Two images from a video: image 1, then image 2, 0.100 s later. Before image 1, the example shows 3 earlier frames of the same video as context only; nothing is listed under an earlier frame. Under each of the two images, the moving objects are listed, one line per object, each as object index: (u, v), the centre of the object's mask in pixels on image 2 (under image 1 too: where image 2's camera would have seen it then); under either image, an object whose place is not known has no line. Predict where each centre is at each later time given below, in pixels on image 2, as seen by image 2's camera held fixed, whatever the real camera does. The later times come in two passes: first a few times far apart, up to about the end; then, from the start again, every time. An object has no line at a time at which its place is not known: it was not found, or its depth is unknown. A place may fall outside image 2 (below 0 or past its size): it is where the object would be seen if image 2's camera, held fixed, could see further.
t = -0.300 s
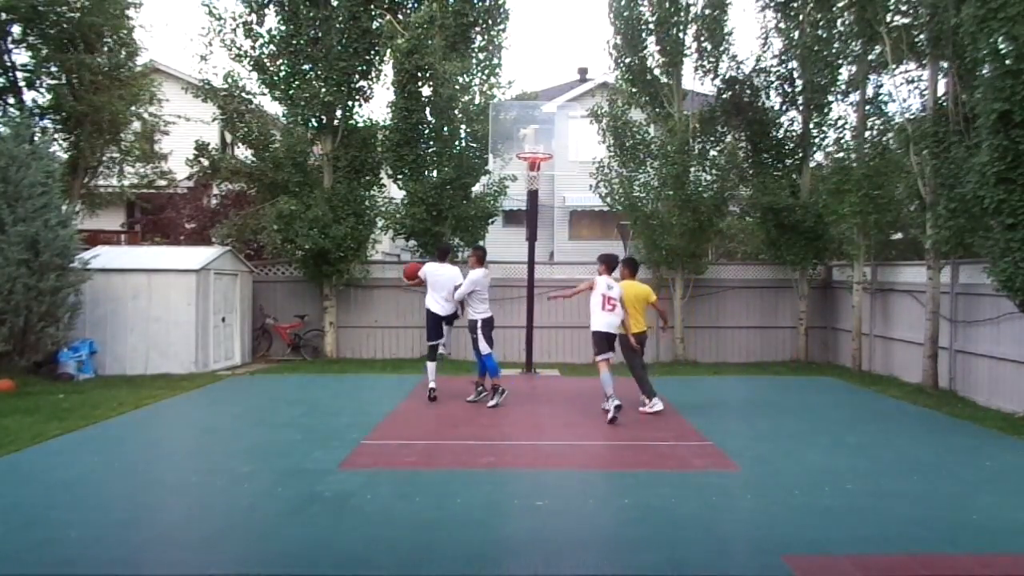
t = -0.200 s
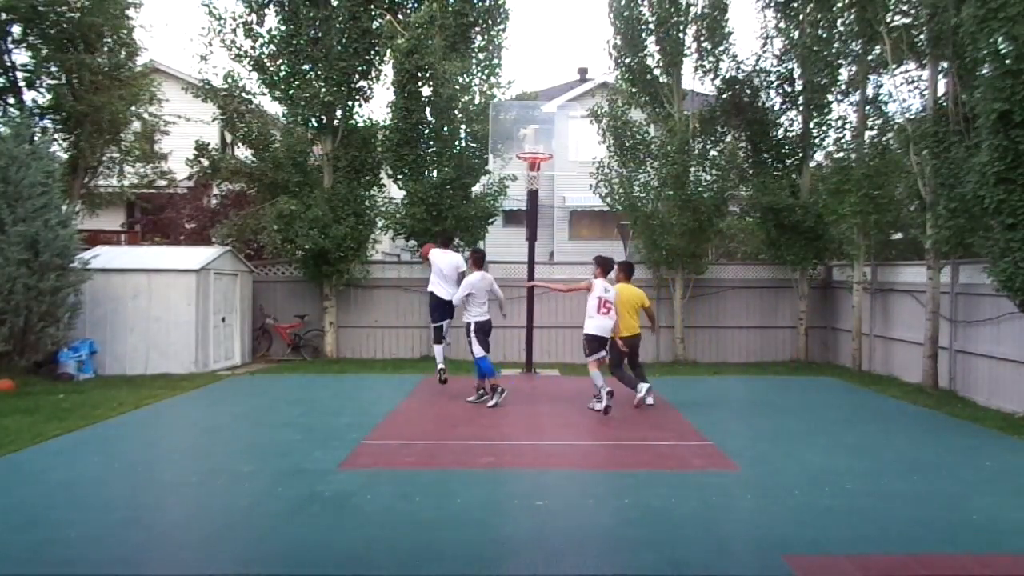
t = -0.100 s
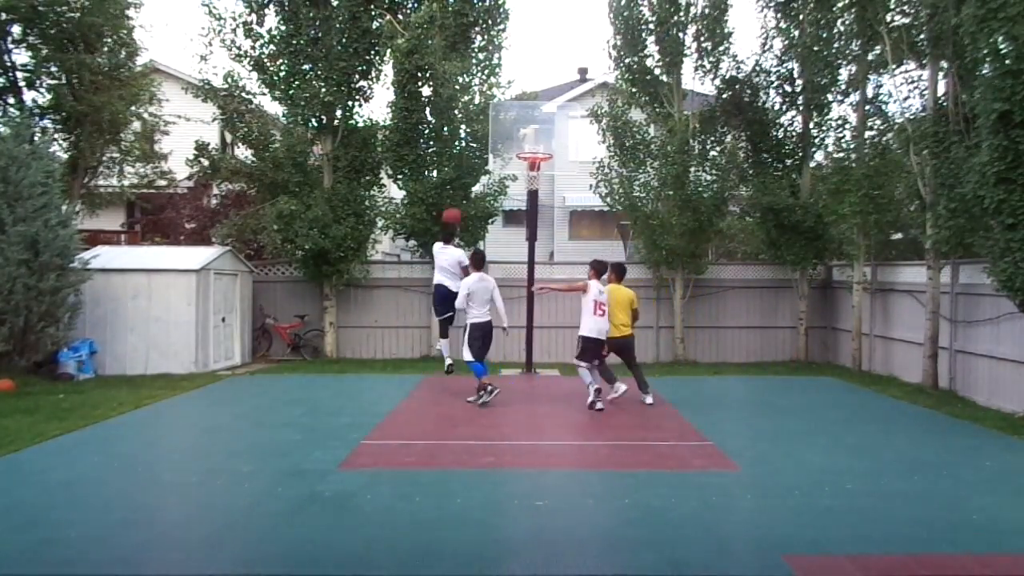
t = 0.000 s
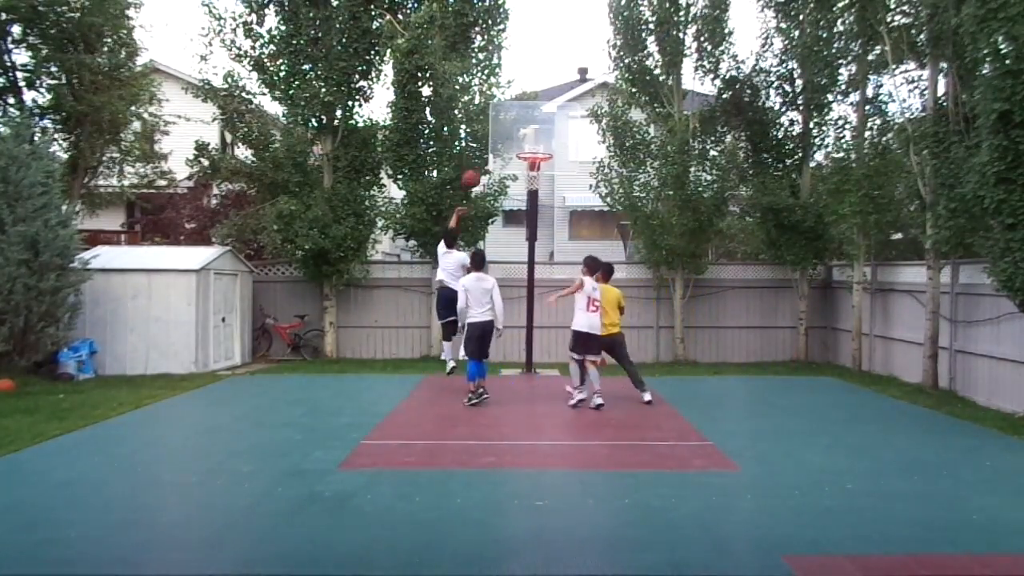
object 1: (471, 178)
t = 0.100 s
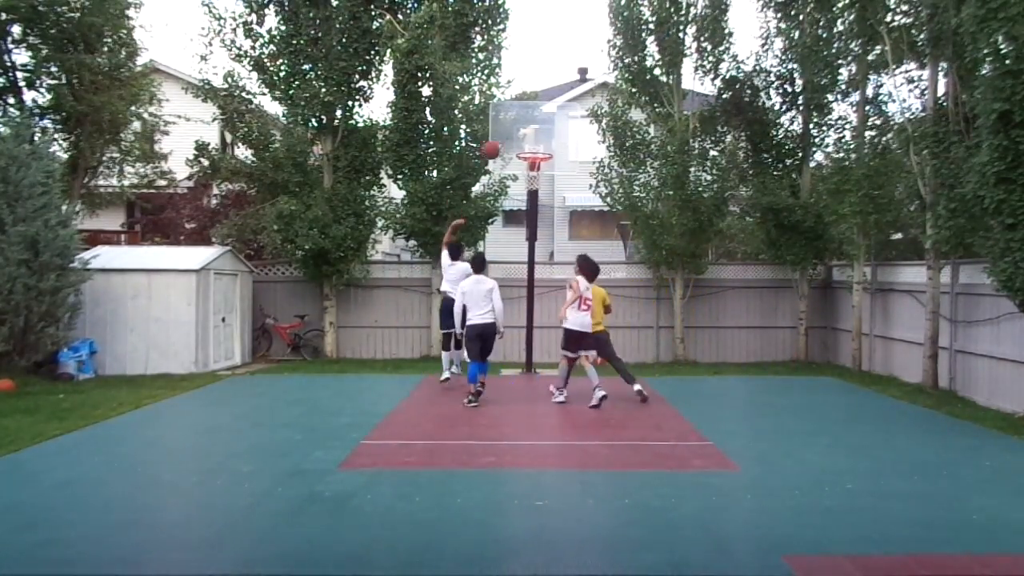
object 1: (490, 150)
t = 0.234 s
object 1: (514, 124)
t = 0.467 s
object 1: (539, 104)
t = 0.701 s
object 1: (565, 123)
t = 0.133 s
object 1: (497, 142)
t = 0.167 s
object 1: (503, 136)
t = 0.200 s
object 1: (508, 130)
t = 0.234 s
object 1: (514, 124)
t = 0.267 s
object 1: (518, 119)
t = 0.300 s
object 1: (521, 115)
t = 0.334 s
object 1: (525, 111)
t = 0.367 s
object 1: (528, 108)
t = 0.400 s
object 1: (532, 105)
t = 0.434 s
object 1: (535, 103)
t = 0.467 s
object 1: (539, 104)
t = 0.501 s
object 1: (542, 104)
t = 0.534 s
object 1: (546, 105)
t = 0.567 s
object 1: (550, 107)
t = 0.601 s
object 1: (554, 110)
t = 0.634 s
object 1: (558, 113)
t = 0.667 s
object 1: (561, 117)
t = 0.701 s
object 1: (565, 123)
